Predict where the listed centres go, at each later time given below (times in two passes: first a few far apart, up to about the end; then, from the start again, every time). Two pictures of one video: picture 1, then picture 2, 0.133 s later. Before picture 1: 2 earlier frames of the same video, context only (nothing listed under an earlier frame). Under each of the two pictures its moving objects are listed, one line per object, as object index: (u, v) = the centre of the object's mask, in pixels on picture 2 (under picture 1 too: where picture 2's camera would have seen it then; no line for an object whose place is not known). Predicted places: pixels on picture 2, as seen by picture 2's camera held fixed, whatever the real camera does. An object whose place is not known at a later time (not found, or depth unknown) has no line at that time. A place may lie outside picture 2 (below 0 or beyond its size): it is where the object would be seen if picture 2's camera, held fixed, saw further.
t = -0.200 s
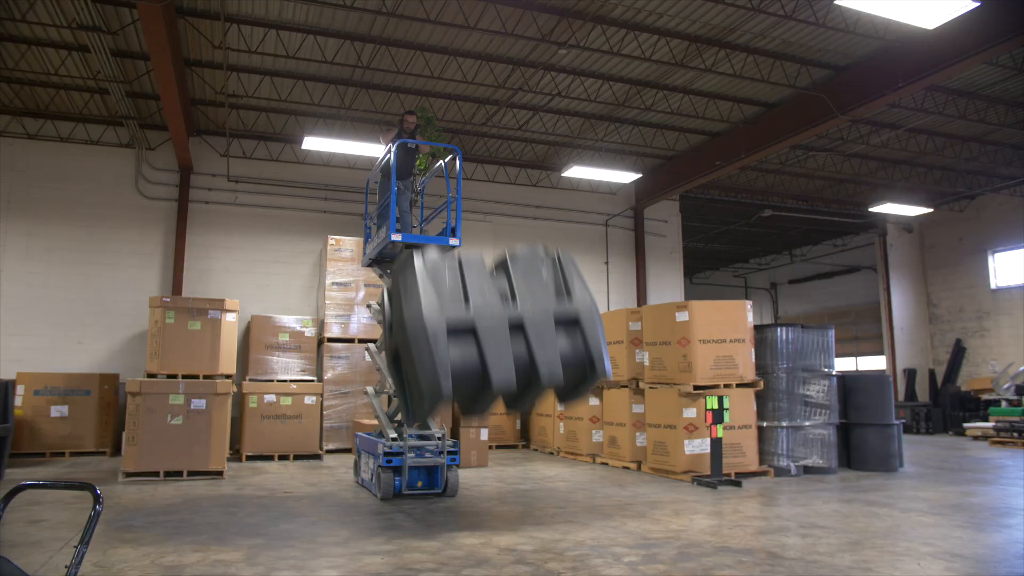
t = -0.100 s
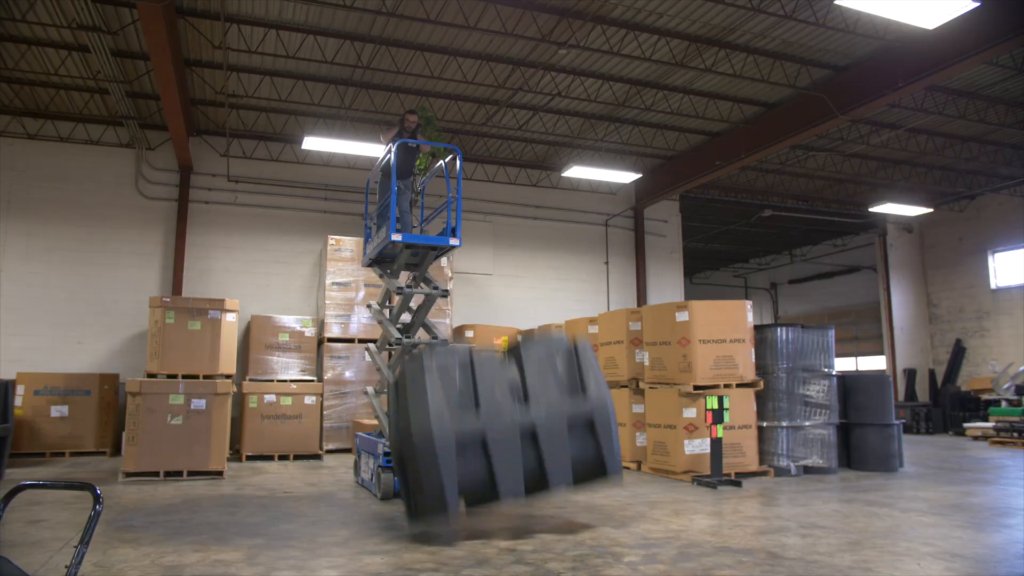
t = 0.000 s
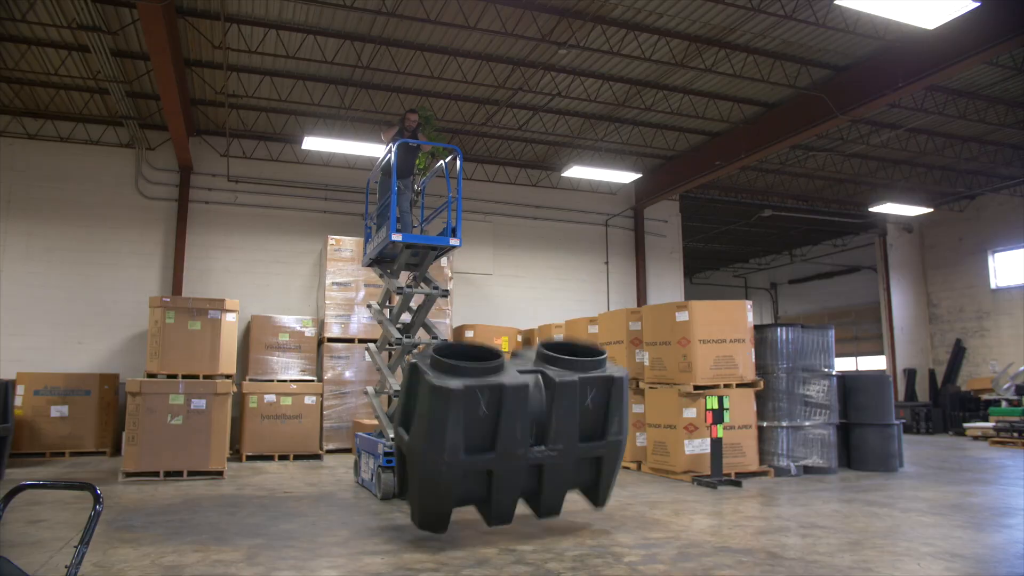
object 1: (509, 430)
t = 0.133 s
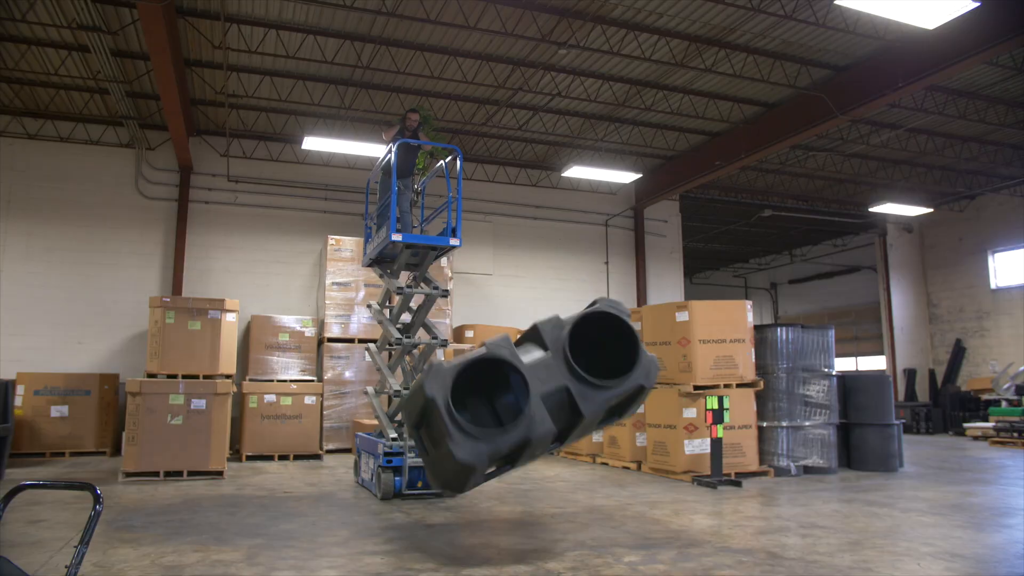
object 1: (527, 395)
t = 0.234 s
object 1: (545, 395)
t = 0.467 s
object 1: (579, 413)
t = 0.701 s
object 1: (608, 460)
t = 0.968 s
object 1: (667, 404)
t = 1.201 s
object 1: (724, 457)
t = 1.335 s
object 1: (754, 461)
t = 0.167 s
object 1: (534, 393)
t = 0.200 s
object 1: (541, 395)
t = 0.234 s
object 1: (545, 395)
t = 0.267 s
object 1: (551, 395)
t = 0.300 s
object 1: (551, 397)
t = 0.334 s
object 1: (554, 399)
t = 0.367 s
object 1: (559, 403)
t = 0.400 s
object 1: (563, 408)
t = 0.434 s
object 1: (572, 416)
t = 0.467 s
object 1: (579, 413)
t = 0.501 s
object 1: (583, 411)
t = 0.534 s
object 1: (588, 412)
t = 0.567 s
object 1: (594, 416)
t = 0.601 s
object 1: (598, 424)
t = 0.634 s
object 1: (601, 440)
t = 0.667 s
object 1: (606, 455)
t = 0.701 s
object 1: (608, 460)
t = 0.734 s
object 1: (617, 451)
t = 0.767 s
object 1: (623, 442)
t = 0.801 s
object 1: (626, 433)
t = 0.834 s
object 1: (633, 425)
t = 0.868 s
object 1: (640, 417)
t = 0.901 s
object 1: (647, 410)
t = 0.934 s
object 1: (658, 406)
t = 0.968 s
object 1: (667, 404)
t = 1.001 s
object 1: (670, 404)
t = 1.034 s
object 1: (678, 409)
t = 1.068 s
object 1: (687, 415)
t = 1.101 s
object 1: (701, 424)
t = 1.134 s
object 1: (705, 436)
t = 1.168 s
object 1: (715, 451)
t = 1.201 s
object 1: (724, 457)
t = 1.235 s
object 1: (737, 455)
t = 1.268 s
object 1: (739, 455)
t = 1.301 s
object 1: (746, 458)
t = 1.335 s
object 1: (754, 461)
